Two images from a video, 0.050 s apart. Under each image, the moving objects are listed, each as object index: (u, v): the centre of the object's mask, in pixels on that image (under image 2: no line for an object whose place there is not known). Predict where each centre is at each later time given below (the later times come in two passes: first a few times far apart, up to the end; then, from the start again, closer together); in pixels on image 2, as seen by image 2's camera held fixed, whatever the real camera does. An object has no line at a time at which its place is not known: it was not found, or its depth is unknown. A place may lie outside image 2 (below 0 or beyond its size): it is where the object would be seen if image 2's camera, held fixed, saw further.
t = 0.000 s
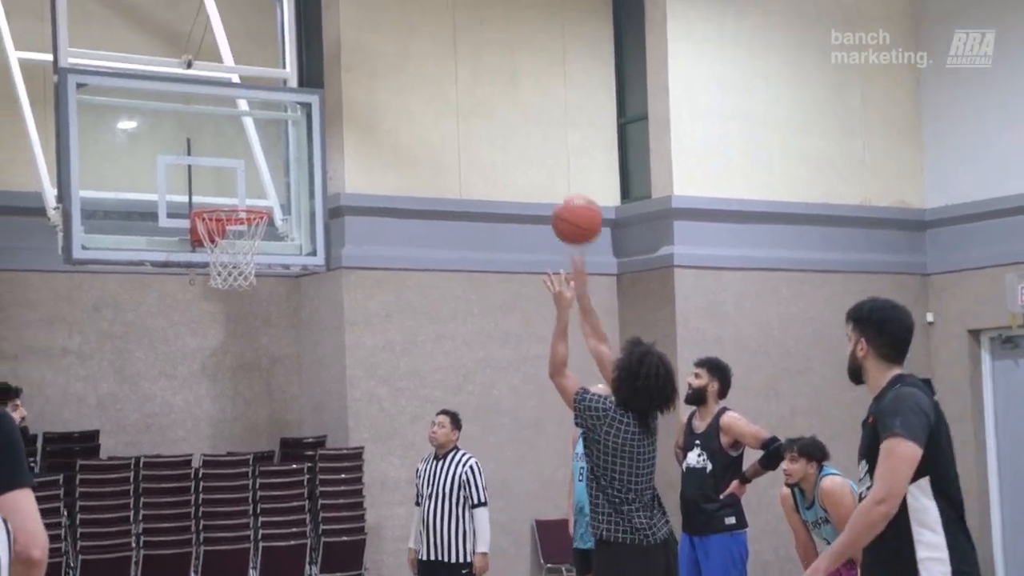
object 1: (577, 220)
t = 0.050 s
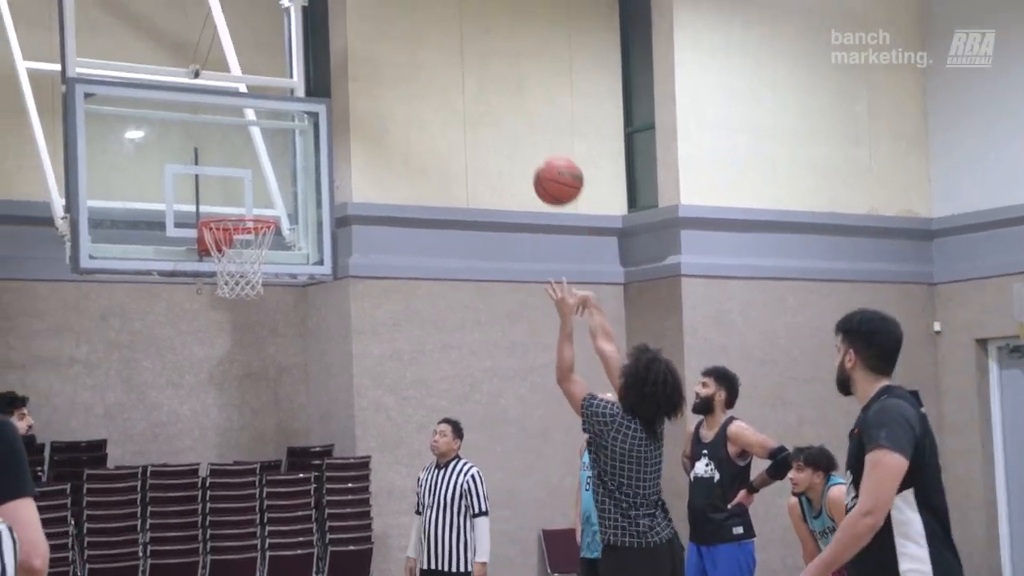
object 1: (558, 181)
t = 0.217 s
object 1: (478, 68)
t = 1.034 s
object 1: (218, 254)
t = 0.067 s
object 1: (550, 167)
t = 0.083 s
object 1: (542, 153)
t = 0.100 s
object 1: (533, 140)
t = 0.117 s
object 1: (525, 128)
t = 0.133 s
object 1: (517, 116)
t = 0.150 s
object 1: (509, 105)
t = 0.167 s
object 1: (501, 95)
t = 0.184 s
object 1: (493, 85)
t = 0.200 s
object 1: (485, 75)
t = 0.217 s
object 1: (478, 68)
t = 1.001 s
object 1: (225, 233)
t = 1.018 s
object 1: (221, 243)
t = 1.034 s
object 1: (218, 254)
